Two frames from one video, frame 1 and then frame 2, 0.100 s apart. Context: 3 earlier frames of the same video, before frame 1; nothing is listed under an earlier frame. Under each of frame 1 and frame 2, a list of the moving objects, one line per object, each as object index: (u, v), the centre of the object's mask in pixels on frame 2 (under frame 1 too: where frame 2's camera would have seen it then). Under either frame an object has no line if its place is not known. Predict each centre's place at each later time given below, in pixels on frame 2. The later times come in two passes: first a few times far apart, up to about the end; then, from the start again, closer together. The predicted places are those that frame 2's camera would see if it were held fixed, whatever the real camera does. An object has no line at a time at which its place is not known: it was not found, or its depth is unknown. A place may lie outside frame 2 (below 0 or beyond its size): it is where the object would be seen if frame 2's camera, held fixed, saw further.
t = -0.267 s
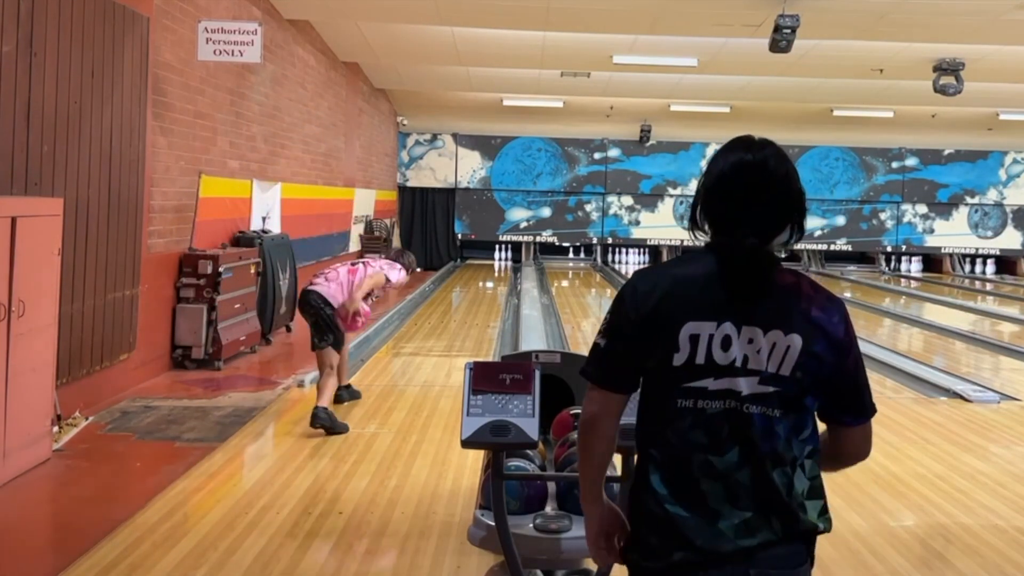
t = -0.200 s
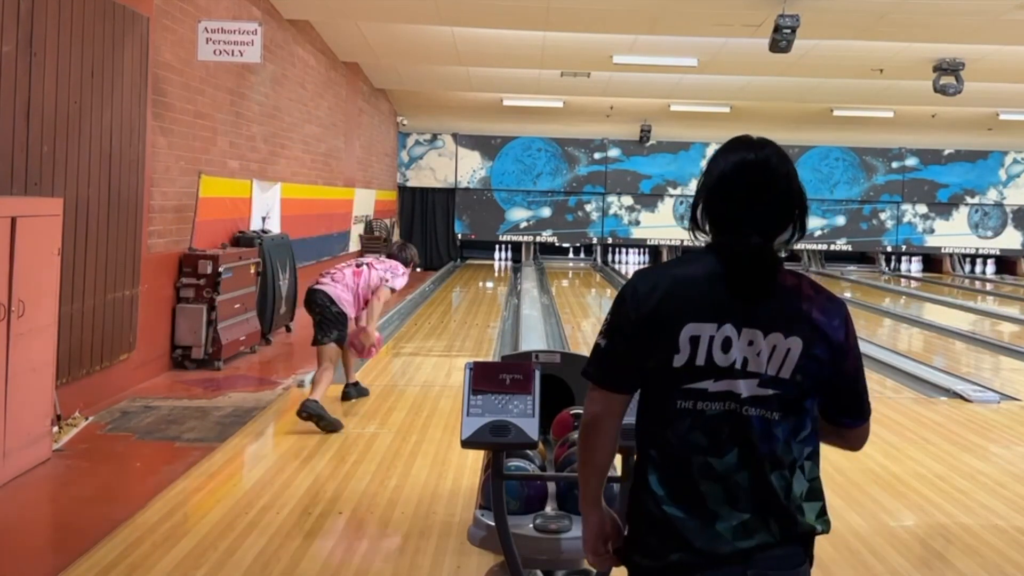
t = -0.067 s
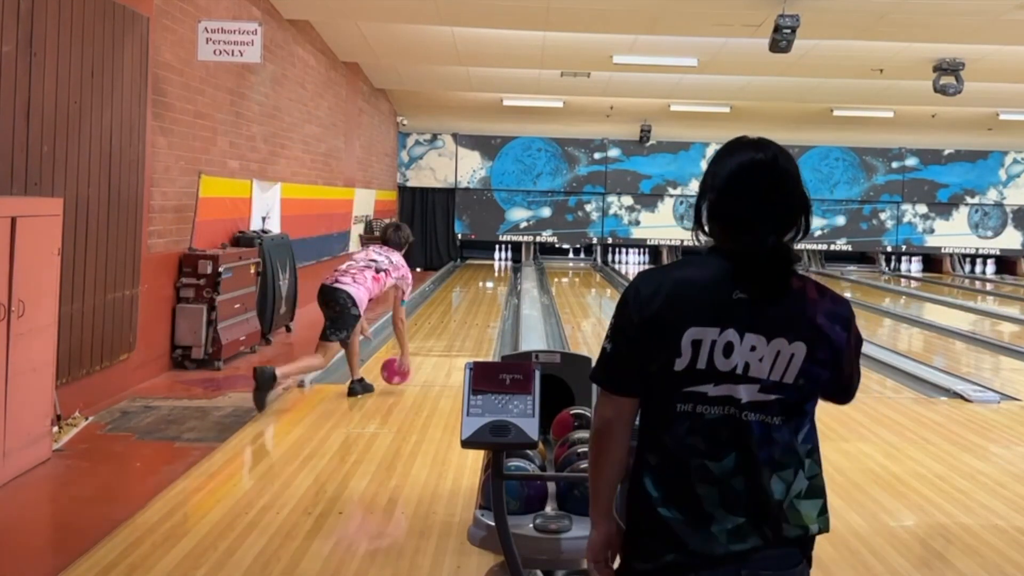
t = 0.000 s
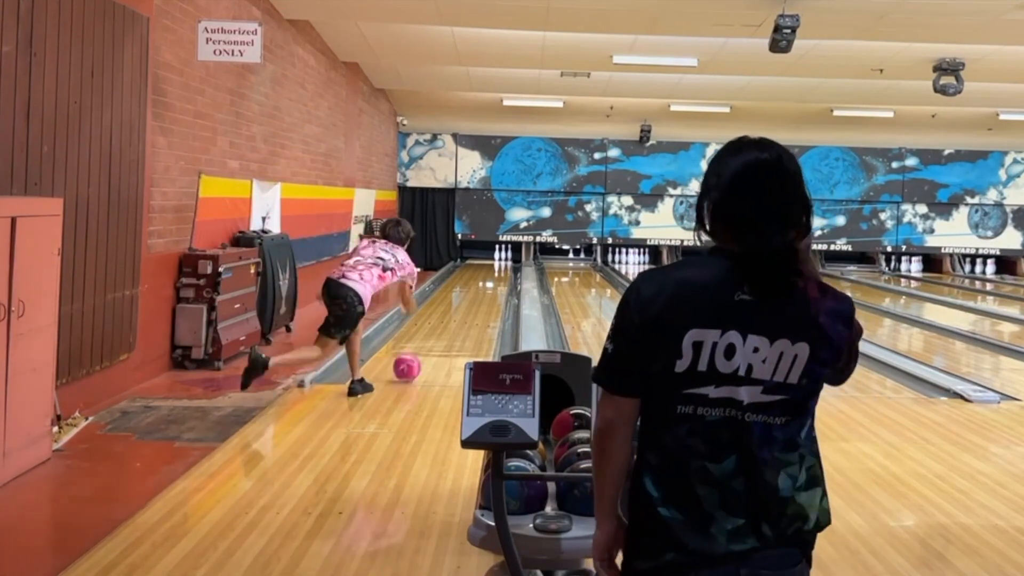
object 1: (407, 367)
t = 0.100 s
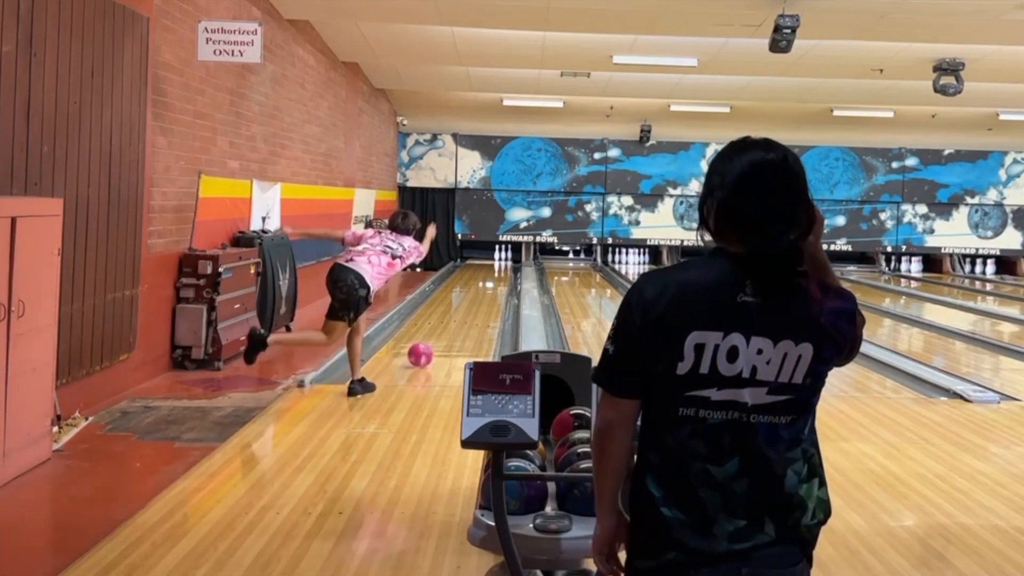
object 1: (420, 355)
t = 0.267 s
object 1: (439, 337)
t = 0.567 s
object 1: (462, 314)
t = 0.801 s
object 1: (475, 301)
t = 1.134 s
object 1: (487, 286)
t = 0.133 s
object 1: (425, 350)
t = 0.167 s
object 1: (429, 347)
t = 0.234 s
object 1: (436, 340)
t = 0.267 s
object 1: (439, 337)
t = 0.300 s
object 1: (443, 335)
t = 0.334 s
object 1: (445, 331)
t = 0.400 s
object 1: (451, 326)
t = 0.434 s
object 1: (454, 323)
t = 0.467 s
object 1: (456, 321)
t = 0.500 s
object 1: (458, 318)
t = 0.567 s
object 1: (462, 314)
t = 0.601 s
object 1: (465, 312)
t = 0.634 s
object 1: (467, 310)
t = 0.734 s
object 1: (472, 305)
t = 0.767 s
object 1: (473, 303)
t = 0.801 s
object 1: (475, 301)
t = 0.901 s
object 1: (480, 296)
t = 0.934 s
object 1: (481, 295)
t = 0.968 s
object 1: (482, 293)
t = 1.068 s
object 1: (486, 288)
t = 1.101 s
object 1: (487, 287)
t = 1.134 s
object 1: (487, 286)
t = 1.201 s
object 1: (490, 284)
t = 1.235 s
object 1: (491, 283)
